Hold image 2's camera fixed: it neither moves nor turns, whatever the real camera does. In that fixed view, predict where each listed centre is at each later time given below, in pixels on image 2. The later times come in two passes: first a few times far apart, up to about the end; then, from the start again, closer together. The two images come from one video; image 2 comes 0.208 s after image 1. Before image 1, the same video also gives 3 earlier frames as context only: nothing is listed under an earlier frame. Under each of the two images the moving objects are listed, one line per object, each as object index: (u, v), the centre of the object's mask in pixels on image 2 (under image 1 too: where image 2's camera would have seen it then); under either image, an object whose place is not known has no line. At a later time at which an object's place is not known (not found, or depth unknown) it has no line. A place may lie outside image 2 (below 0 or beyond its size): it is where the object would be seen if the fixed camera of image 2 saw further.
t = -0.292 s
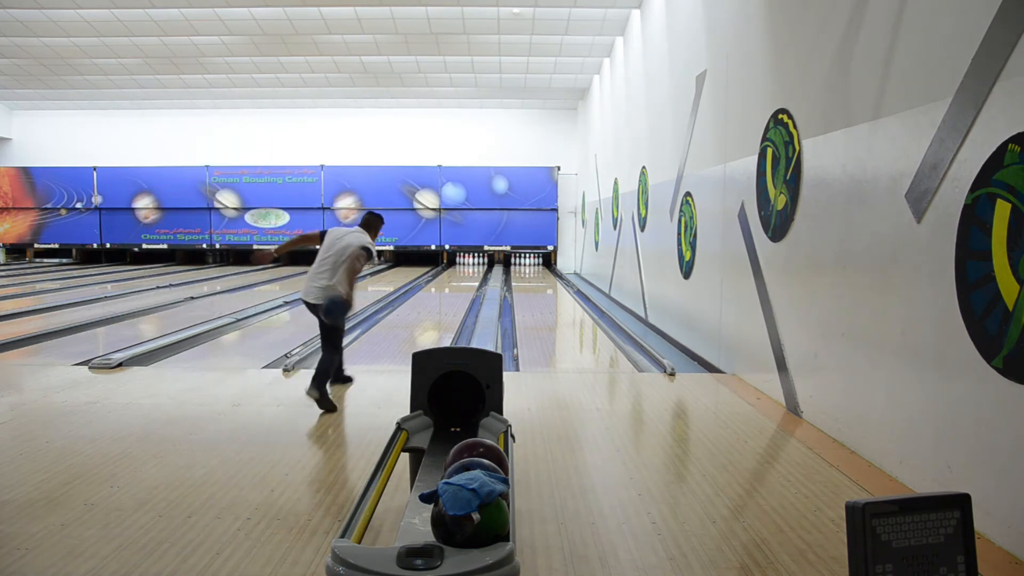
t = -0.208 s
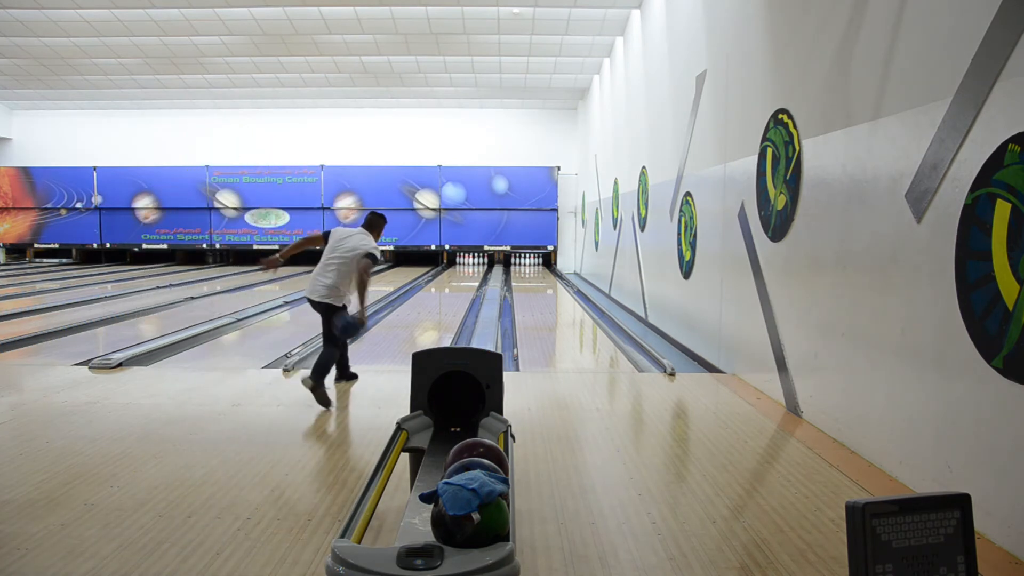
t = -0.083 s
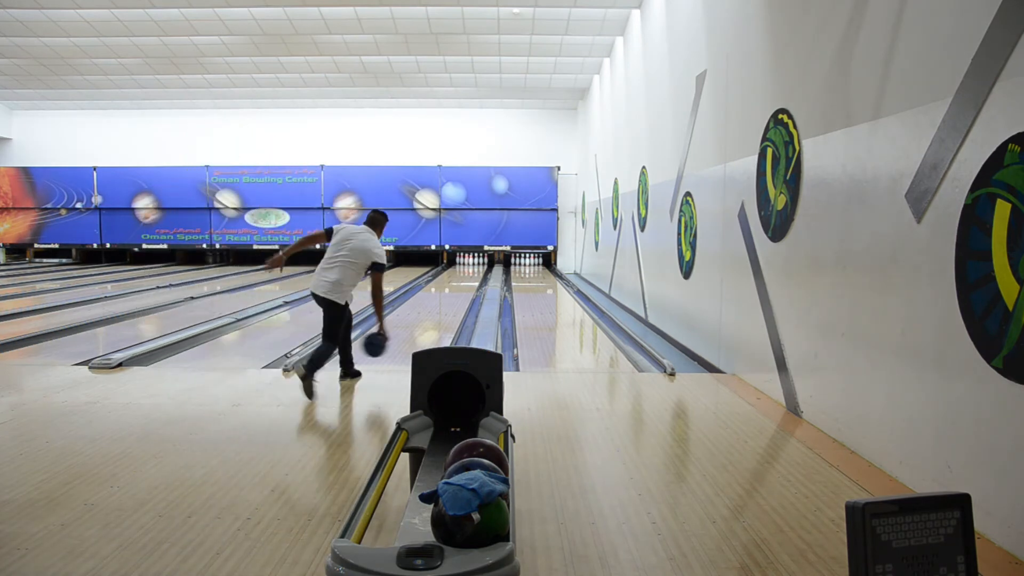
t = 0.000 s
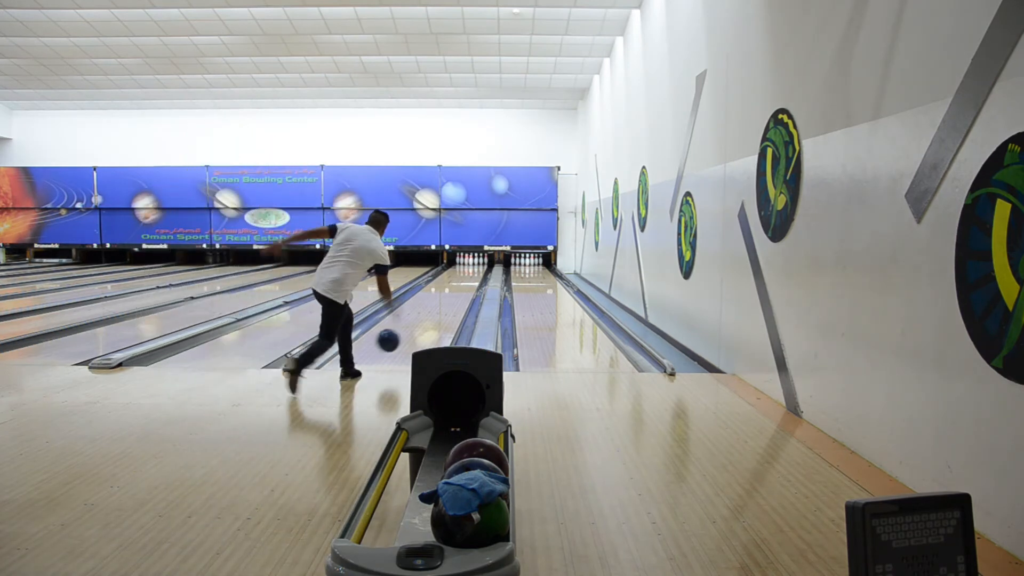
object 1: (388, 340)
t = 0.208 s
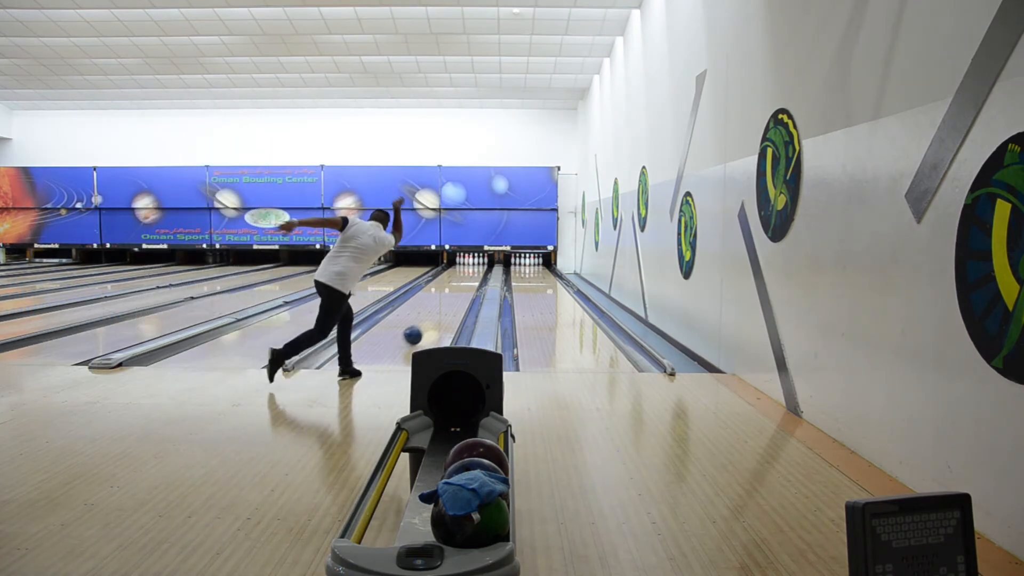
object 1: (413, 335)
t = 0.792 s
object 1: (451, 302)
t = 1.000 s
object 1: (459, 294)
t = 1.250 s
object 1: (466, 286)
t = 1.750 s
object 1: (476, 276)
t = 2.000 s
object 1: (479, 272)
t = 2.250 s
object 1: (481, 268)
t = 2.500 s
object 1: (482, 266)
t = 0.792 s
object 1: (451, 302)
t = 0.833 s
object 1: (453, 300)
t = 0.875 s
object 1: (454, 298)
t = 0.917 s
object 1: (456, 297)
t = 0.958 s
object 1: (458, 295)
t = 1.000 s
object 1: (459, 294)
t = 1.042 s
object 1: (460, 293)
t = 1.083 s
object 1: (462, 291)
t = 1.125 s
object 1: (463, 290)
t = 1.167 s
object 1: (464, 289)
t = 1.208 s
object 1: (465, 288)
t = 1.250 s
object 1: (466, 286)
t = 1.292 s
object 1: (467, 285)
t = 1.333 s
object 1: (468, 284)
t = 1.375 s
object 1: (469, 283)
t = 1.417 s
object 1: (470, 282)
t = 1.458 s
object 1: (471, 282)
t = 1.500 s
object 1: (472, 281)
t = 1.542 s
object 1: (473, 279)
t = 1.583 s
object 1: (474, 279)
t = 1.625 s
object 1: (474, 278)
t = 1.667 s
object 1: (475, 277)
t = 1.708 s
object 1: (476, 277)
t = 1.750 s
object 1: (476, 276)
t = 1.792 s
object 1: (477, 276)
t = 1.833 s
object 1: (477, 274)
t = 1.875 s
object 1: (478, 274)
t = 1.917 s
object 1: (478, 273)
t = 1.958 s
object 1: (479, 272)
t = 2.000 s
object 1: (479, 272)
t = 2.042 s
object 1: (480, 271)
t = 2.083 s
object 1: (480, 271)
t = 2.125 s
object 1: (480, 270)
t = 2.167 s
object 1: (481, 269)
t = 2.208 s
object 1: (480, 269)
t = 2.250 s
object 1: (481, 268)
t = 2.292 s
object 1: (482, 268)
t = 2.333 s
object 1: (482, 267)
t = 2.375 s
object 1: (482, 267)
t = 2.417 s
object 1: (482, 267)
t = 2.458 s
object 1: (482, 266)
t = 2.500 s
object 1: (482, 266)
